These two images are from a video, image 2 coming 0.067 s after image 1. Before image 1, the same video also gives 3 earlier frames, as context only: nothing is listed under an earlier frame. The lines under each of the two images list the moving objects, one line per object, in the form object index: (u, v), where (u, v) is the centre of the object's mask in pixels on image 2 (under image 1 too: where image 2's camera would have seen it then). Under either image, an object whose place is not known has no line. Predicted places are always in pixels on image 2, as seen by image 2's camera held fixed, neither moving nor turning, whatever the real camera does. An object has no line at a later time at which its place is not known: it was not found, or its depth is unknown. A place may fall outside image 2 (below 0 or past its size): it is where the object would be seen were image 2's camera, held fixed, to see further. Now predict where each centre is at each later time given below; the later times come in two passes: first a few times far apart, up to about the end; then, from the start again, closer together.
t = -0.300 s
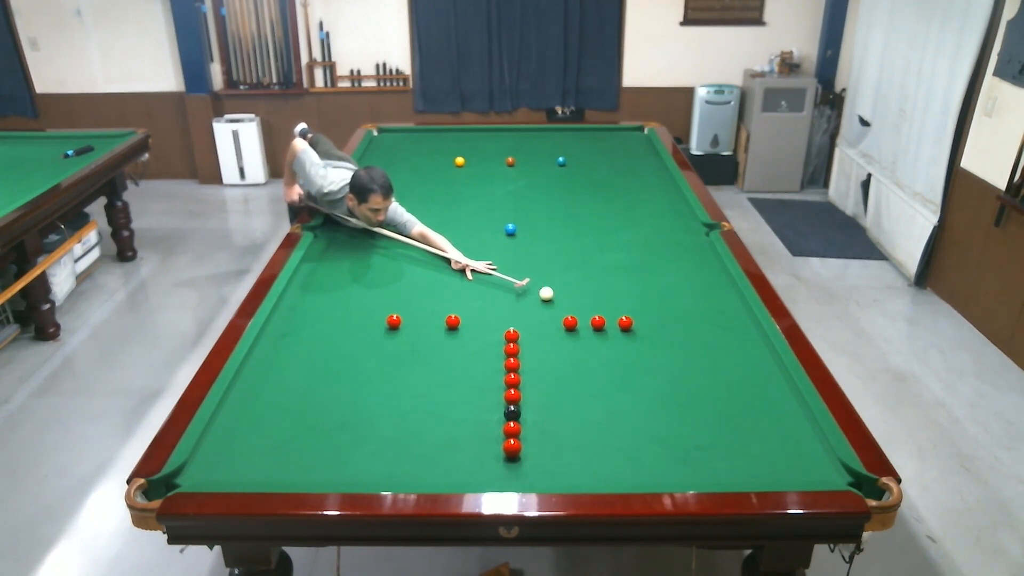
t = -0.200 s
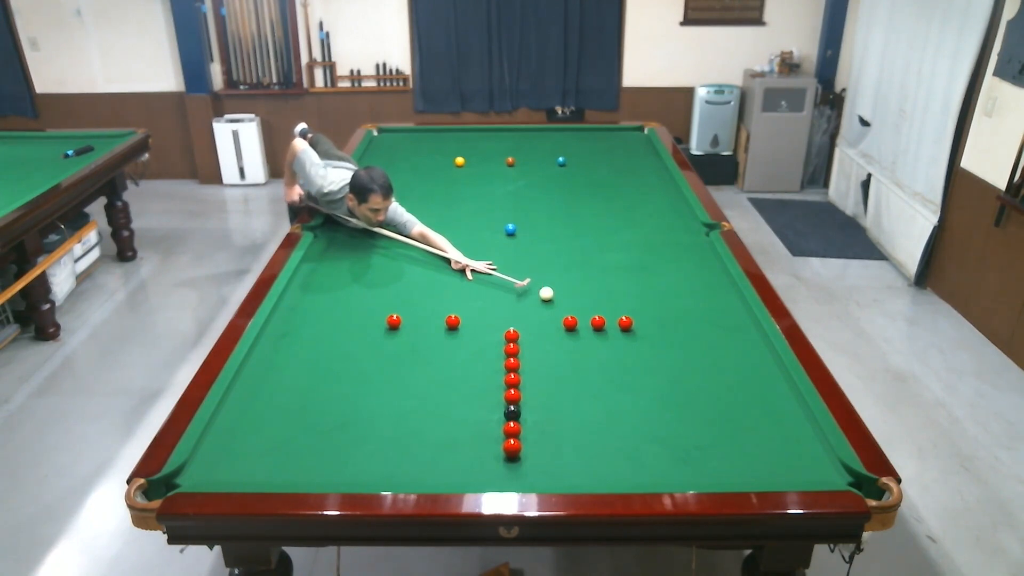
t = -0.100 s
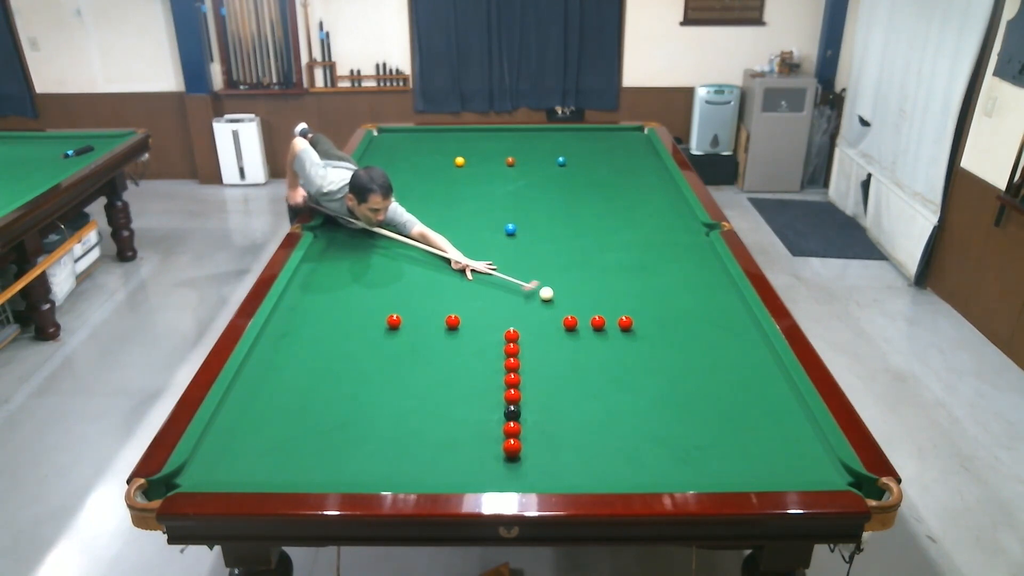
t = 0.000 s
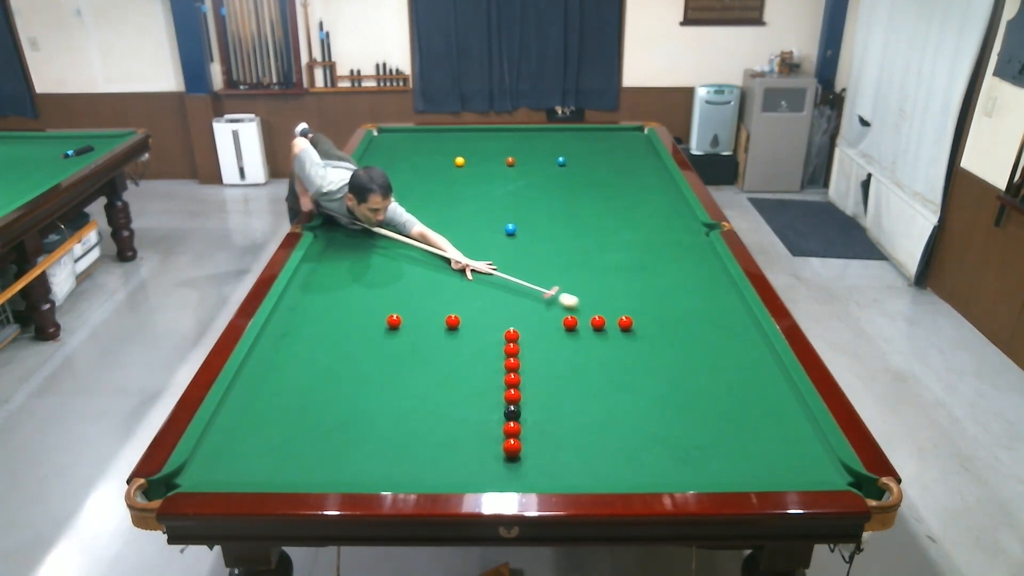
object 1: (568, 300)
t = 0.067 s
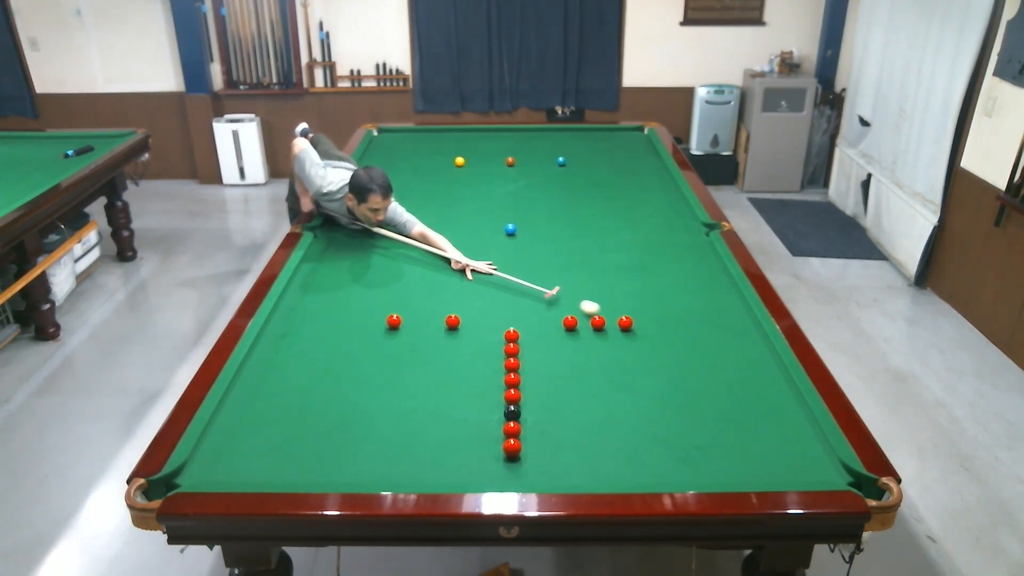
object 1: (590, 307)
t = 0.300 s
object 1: (636, 314)
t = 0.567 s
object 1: (673, 313)
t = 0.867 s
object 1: (713, 312)
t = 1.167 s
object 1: (742, 310)
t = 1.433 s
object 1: (720, 308)
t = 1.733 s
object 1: (698, 305)
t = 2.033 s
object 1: (679, 303)
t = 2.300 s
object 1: (664, 301)
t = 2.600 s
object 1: (649, 299)
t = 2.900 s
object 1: (637, 298)
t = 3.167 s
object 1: (627, 296)
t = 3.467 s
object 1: (619, 295)
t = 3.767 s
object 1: (612, 294)
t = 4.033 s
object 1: (608, 294)
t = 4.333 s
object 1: (605, 293)
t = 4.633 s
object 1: (604, 293)
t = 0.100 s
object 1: (600, 310)
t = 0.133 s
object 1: (610, 314)
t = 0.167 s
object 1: (617, 315)
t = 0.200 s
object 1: (622, 315)
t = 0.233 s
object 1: (626, 315)
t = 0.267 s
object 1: (631, 314)
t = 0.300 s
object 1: (636, 314)
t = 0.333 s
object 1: (640, 314)
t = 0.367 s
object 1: (645, 314)
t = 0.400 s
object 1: (650, 314)
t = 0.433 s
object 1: (655, 313)
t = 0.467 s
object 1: (659, 313)
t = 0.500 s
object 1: (664, 313)
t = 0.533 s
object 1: (669, 313)
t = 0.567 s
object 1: (673, 313)
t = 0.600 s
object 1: (678, 313)
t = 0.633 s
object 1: (682, 312)
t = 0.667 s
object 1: (687, 312)
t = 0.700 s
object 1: (691, 312)
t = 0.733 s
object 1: (696, 312)
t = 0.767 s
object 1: (700, 312)
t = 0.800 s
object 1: (705, 312)
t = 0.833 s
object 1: (709, 312)
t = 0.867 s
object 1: (713, 312)
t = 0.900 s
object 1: (718, 311)
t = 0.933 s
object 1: (722, 311)
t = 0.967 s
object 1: (726, 311)
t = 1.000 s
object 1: (731, 311)
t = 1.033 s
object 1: (735, 311)
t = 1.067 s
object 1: (739, 311)
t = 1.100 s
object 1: (743, 311)
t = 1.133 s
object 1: (745, 311)
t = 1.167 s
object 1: (742, 310)
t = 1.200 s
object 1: (739, 310)
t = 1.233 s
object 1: (736, 310)
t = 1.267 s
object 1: (733, 309)
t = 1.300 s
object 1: (731, 309)
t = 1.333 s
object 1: (728, 309)
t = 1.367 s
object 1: (725, 308)
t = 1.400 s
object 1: (723, 308)
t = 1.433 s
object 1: (720, 308)
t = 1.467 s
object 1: (718, 307)
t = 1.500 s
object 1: (715, 307)
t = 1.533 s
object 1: (713, 307)
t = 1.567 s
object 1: (710, 307)
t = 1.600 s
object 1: (708, 306)
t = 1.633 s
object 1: (705, 306)
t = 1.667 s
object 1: (703, 306)
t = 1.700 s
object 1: (701, 305)
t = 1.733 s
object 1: (698, 305)
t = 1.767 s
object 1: (696, 305)
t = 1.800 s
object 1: (694, 304)
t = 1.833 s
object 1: (692, 304)
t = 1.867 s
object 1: (690, 304)
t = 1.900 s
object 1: (688, 304)
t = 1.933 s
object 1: (685, 303)
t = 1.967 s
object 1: (683, 303)
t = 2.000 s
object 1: (681, 303)
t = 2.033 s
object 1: (679, 303)
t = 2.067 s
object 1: (677, 303)
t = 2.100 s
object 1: (675, 302)
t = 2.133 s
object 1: (673, 302)
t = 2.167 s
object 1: (671, 302)
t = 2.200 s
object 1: (670, 302)
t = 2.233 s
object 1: (668, 301)
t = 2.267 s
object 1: (666, 301)
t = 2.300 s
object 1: (664, 301)
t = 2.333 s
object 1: (662, 301)
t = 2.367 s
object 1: (661, 301)
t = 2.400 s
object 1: (659, 300)
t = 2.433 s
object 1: (657, 300)
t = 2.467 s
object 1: (656, 300)
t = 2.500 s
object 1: (654, 300)
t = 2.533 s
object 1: (652, 300)
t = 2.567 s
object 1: (651, 299)
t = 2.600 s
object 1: (649, 299)
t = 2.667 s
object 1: (646, 299)
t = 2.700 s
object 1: (645, 299)
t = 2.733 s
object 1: (643, 298)
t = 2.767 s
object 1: (642, 298)
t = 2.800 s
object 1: (641, 298)
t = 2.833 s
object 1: (639, 298)
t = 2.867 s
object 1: (638, 298)
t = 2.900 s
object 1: (637, 298)
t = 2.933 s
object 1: (635, 297)
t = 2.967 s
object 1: (634, 297)
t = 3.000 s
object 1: (633, 297)
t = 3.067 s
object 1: (631, 297)
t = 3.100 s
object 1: (630, 297)
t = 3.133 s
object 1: (628, 297)
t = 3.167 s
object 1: (627, 296)
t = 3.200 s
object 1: (626, 296)
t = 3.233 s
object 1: (625, 296)
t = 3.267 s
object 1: (624, 296)
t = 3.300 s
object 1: (623, 296)
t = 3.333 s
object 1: (622, 296)
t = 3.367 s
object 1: (621, 296)
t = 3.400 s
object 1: (621, 295)
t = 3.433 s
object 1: (620, 295)
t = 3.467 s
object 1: (619, 295)
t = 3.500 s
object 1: (618, 295)
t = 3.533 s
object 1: (617, 295)
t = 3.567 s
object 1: (616, 295)
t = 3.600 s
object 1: (616, 295)
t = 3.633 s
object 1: (615, 295)
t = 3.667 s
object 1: (614, 295)
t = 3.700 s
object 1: (614, 295)
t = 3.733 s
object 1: (613, 294)
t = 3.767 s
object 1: (612, 294)
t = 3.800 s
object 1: (612, 294)
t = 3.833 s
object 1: (611, 294)
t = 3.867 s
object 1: (610, 294)
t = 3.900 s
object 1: (610, 294)
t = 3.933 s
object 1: (609, 294)
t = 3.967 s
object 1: (609, 294)
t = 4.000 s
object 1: (608, 294)
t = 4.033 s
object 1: (608, 294)
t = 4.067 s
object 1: (608, 294)
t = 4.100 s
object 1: (607, 294)
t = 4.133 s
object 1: (607, 294)
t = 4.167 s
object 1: (607, 294)
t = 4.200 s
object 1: (606, 294)
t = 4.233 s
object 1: (606, 294)
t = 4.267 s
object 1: (606, 293)
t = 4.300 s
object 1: (606, 293)
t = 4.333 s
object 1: (605, 293)
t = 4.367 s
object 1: (605, 293)
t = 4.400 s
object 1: (605, 293)
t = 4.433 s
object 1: (605, 293)
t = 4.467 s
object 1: (605, 293)
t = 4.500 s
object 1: (605, 293)
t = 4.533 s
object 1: (605, 293)
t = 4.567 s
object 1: (605, 293)
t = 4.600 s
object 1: (605, 293)
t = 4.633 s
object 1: (604, 293)
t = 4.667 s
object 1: (605, 293)
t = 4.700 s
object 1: (605, 293)
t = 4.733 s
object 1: (605, 293)
